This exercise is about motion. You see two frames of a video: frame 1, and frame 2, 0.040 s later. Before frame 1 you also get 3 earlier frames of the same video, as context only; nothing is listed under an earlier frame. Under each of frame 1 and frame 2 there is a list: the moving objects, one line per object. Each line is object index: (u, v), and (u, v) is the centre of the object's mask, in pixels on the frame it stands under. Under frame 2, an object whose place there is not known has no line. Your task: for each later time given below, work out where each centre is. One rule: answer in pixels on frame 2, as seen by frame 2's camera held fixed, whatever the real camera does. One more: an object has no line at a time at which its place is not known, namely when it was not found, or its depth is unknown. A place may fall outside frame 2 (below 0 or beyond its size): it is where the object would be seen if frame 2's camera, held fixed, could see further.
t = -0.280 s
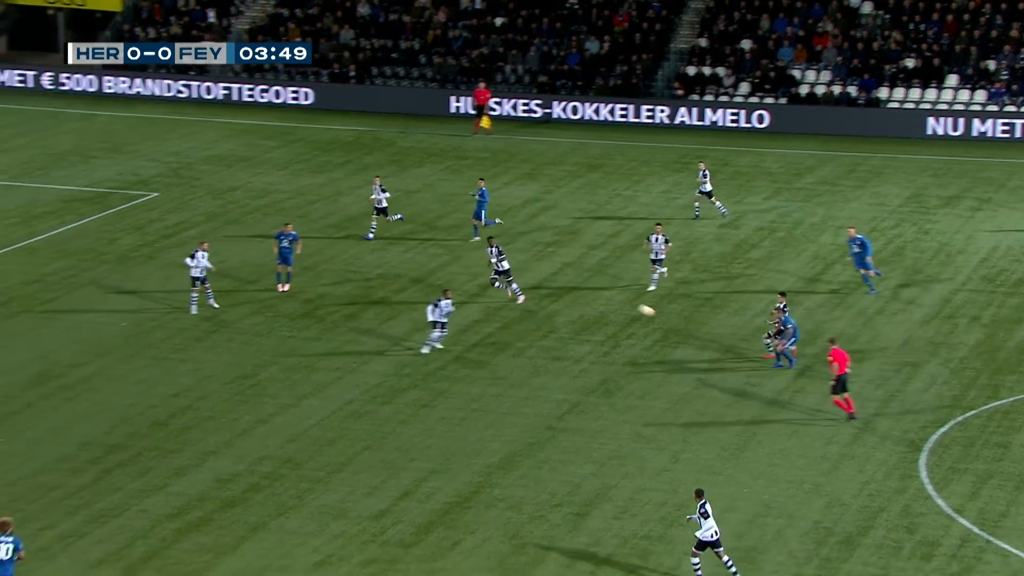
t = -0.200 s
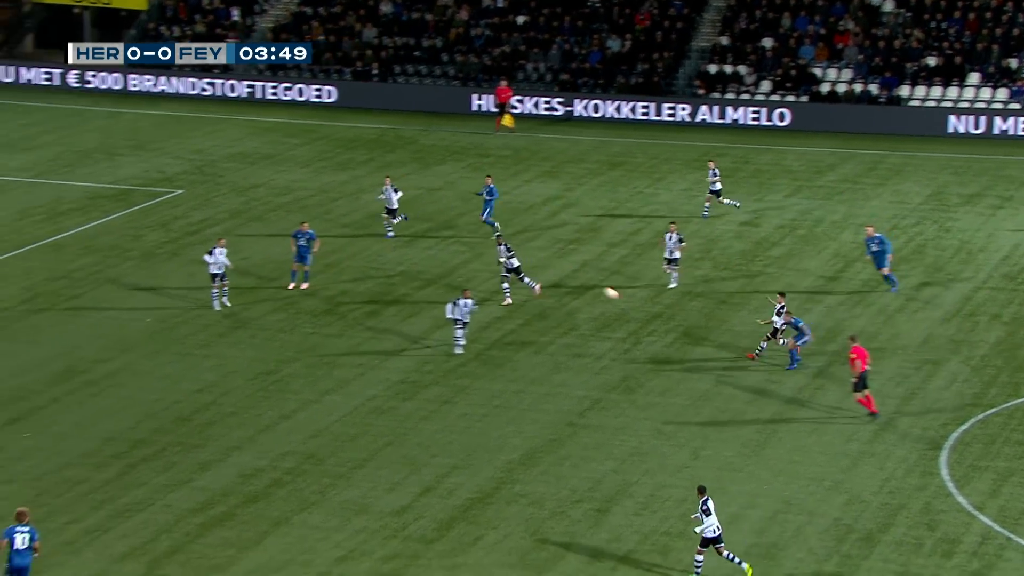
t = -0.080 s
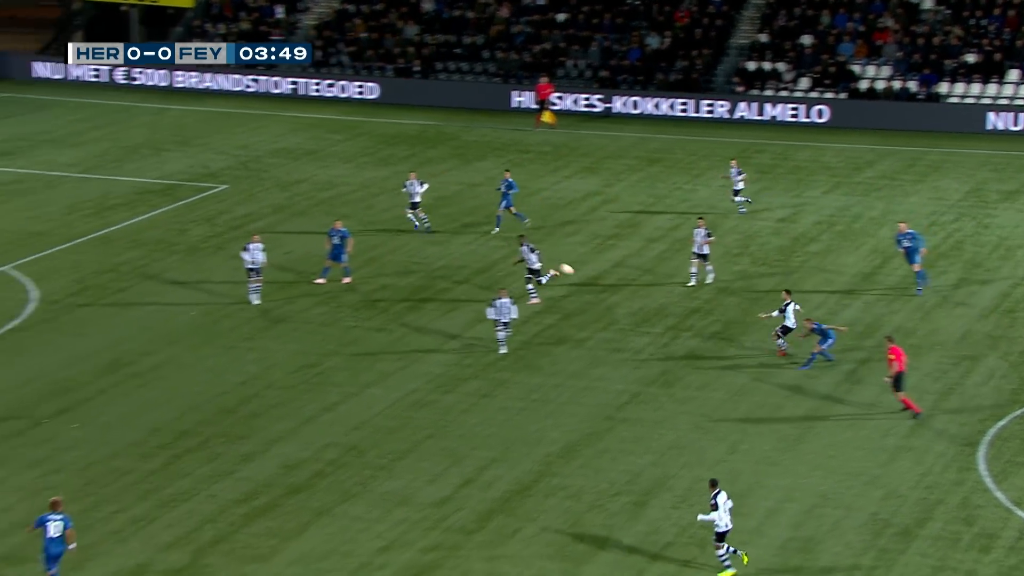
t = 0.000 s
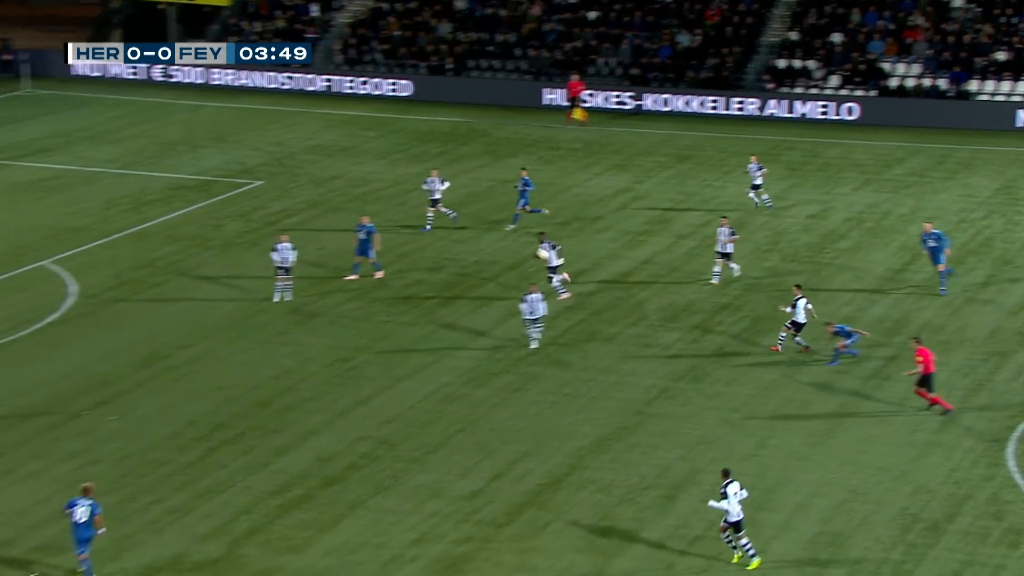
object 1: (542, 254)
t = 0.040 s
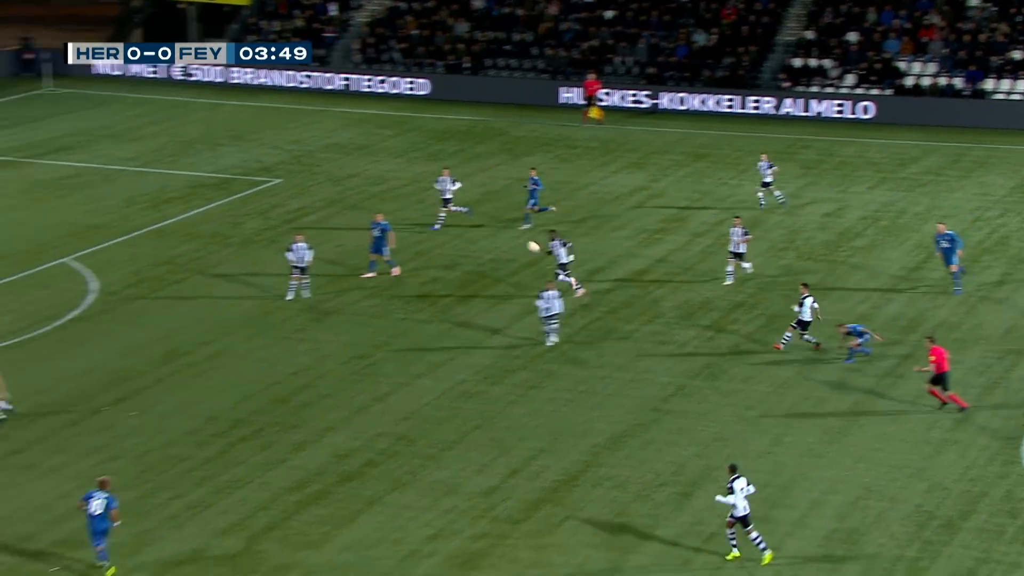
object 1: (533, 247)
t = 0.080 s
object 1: (508, 242)
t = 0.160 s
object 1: (458, 233)
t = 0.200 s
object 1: (434, 229)
